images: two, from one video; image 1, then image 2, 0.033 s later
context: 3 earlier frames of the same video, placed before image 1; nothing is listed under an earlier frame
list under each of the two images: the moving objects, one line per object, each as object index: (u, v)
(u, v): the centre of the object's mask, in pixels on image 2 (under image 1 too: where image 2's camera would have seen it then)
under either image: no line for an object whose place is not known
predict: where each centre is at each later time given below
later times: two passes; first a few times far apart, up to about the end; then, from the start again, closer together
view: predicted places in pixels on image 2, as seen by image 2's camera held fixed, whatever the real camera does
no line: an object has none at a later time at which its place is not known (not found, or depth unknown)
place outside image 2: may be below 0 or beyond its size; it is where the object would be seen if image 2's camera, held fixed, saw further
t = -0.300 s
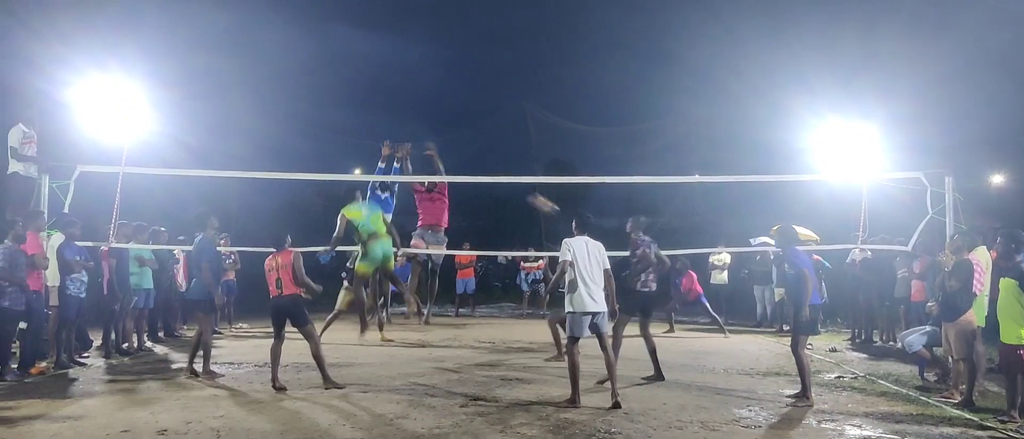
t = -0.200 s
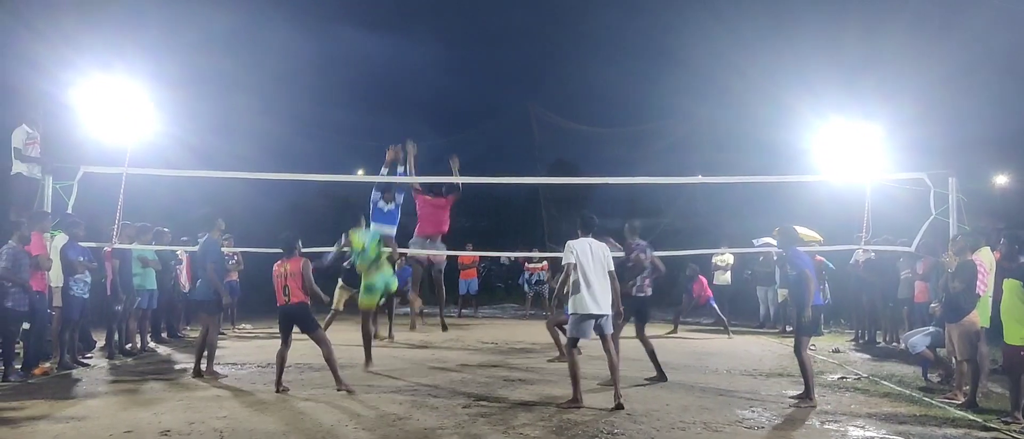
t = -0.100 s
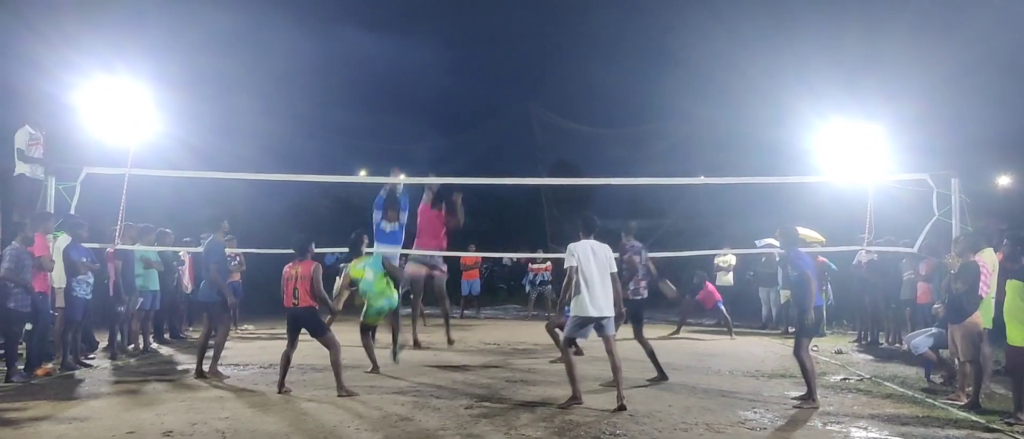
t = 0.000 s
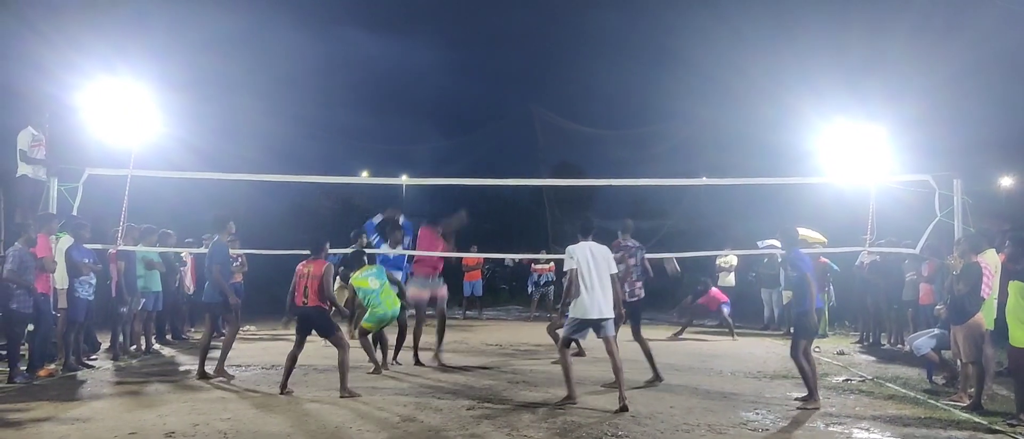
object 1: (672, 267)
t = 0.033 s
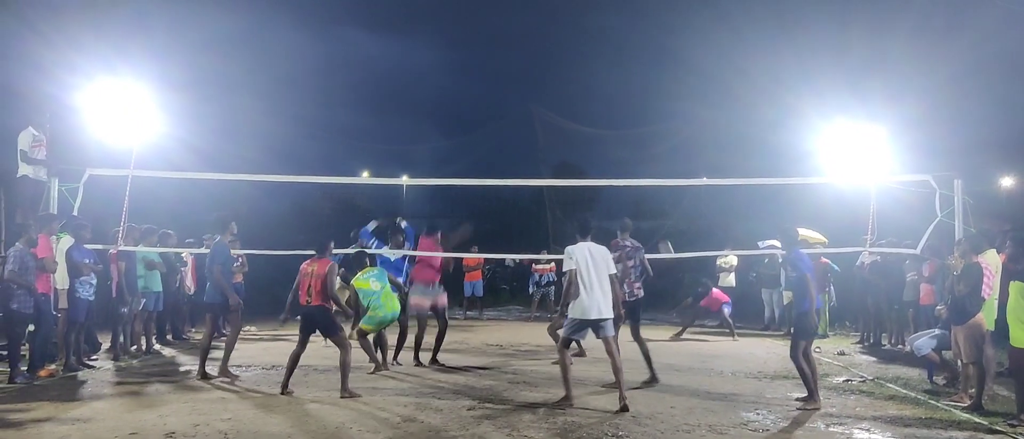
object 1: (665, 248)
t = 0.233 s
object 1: (634, 168)
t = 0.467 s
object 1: (596, 94)
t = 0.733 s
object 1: (549, 42)
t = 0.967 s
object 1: (503, 30)
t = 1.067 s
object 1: (482, 36)
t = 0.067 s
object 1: (661, 235)
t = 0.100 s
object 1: (656, 221)
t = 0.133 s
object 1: (651, 208)
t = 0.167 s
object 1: (645, 195)
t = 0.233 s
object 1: (634, 168)
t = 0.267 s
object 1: (629, 156)
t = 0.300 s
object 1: (624, 145)
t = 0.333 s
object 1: (618, 133)
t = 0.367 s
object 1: (613, 123)
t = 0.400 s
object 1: (607, 113)
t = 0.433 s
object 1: (601, 103)
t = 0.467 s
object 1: (596, 94)
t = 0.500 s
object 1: (590, 85)
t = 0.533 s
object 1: (585, 77)
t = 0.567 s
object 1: (578, 69)
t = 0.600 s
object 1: (573, 63)
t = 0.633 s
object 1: (567, 57)
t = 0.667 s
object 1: (561, 52)
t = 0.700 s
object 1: (555, 46)
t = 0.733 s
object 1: (549, 42)
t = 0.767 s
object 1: (543, 38)
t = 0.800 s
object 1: (537, 35)
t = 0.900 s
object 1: (516, 29)
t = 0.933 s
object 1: (509, 29)
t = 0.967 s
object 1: (503, 30)
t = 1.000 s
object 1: (496, 31)
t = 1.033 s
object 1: (489, 33)
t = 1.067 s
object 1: (482, 36)
